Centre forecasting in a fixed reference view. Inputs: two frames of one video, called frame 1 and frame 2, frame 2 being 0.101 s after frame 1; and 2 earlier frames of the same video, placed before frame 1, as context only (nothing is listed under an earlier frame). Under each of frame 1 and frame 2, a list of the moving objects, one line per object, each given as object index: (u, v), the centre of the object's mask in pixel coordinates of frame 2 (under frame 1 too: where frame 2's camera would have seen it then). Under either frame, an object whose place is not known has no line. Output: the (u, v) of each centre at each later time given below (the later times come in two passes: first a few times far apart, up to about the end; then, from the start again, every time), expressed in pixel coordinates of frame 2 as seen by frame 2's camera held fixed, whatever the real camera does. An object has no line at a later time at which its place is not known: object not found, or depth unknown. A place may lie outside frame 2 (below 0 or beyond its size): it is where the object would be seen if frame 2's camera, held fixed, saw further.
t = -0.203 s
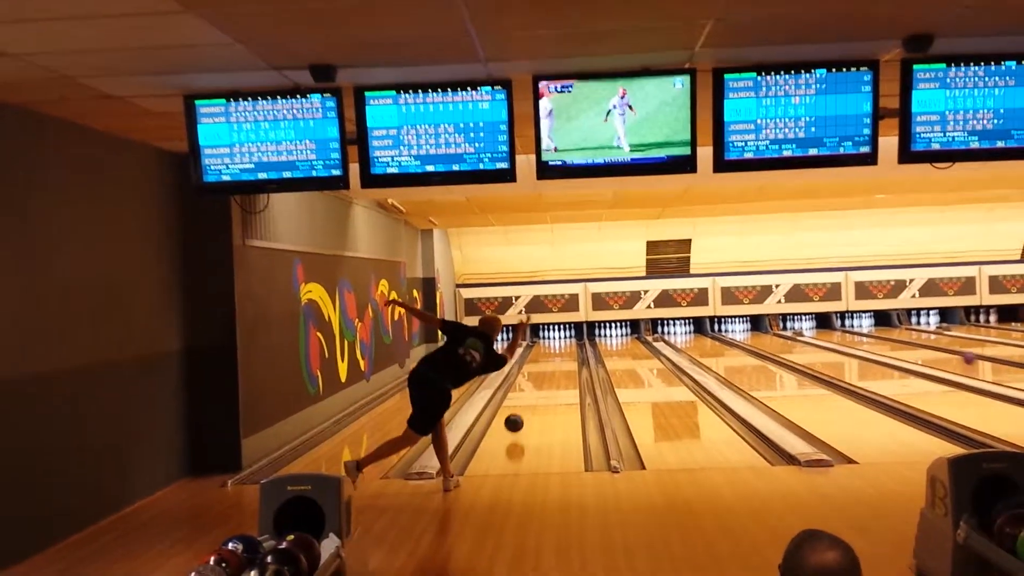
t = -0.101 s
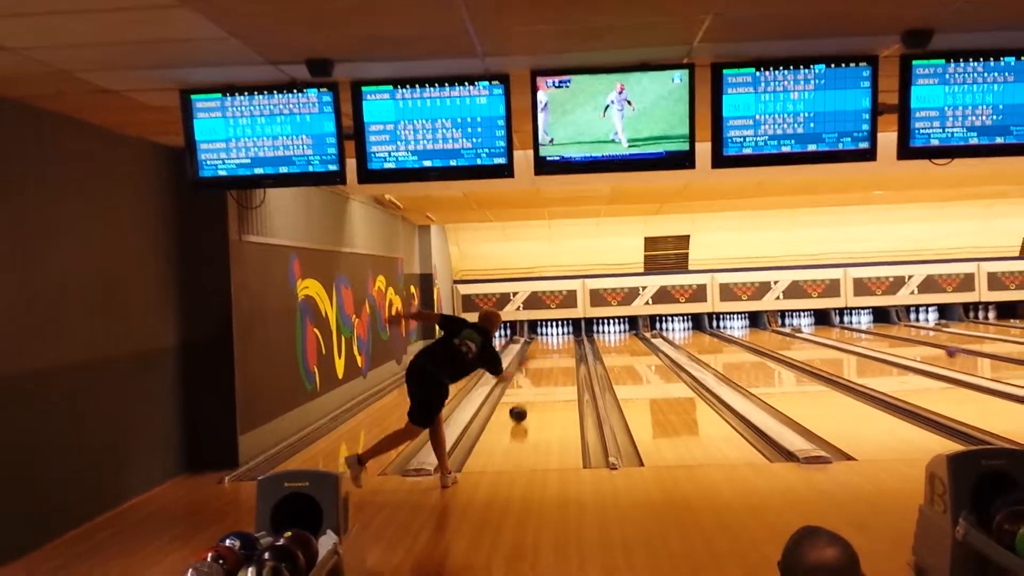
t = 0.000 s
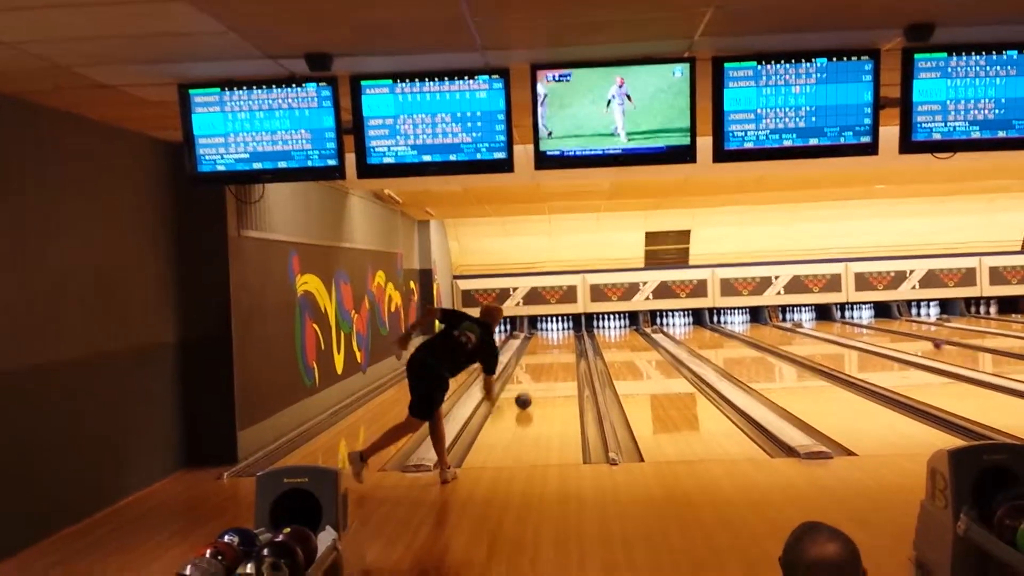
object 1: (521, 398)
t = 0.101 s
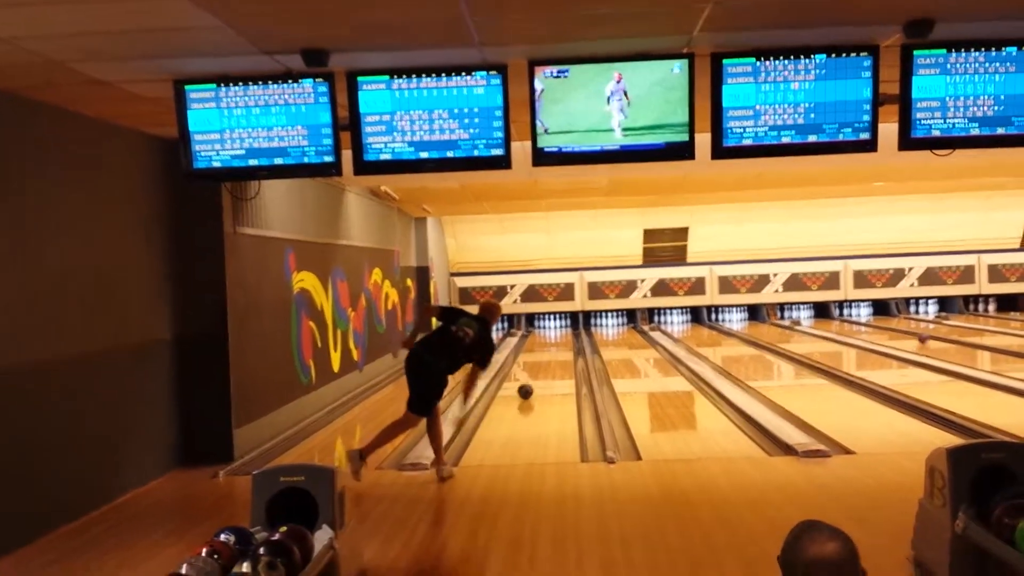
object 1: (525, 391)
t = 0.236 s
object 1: (531, 382)
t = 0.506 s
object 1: (540, 366)
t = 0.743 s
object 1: (545, 356)
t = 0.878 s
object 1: (548, 351)
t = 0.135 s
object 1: (526, 389)
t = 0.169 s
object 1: (528, 387)
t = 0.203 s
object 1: (529, 384)
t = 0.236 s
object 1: (531, 382)
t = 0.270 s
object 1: (532, 380)
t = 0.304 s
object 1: (533, 378)
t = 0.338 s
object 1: (534, 376)
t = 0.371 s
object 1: (536, 373)
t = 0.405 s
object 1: (537, 370)
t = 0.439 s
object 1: (538, 369)
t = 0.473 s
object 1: (539, 367)
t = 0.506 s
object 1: (540, 366)
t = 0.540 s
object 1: (541, 364)
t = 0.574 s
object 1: (542, 363)
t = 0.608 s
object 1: (543, 361)
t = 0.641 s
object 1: (543, 359)
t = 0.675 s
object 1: (544, 358)
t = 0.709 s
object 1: (545, 357)
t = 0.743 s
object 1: (545, 356)
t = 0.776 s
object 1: (547, 353)
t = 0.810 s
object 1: (547, 353)
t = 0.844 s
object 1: (547, 352)
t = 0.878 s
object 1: (548, 351)
